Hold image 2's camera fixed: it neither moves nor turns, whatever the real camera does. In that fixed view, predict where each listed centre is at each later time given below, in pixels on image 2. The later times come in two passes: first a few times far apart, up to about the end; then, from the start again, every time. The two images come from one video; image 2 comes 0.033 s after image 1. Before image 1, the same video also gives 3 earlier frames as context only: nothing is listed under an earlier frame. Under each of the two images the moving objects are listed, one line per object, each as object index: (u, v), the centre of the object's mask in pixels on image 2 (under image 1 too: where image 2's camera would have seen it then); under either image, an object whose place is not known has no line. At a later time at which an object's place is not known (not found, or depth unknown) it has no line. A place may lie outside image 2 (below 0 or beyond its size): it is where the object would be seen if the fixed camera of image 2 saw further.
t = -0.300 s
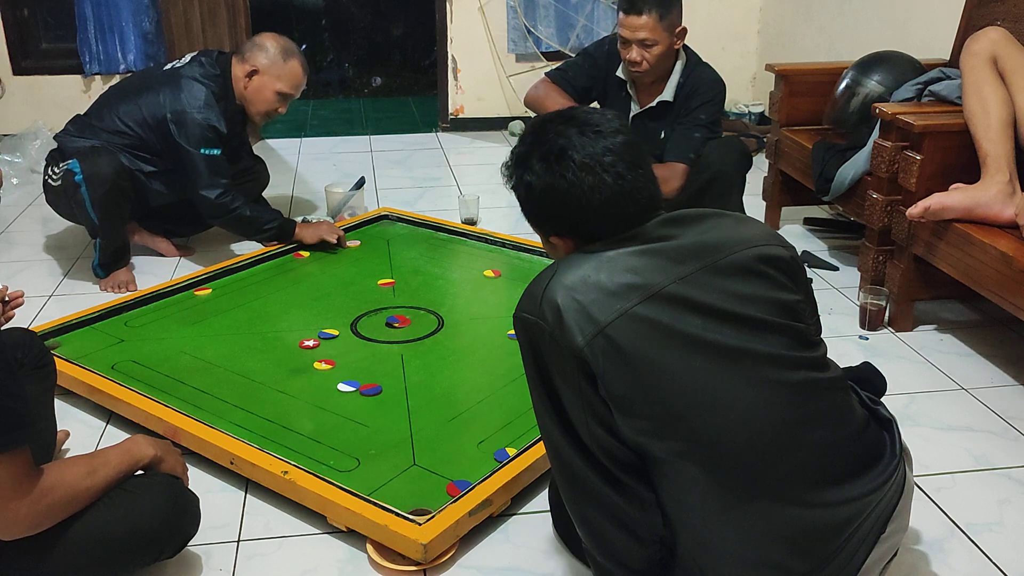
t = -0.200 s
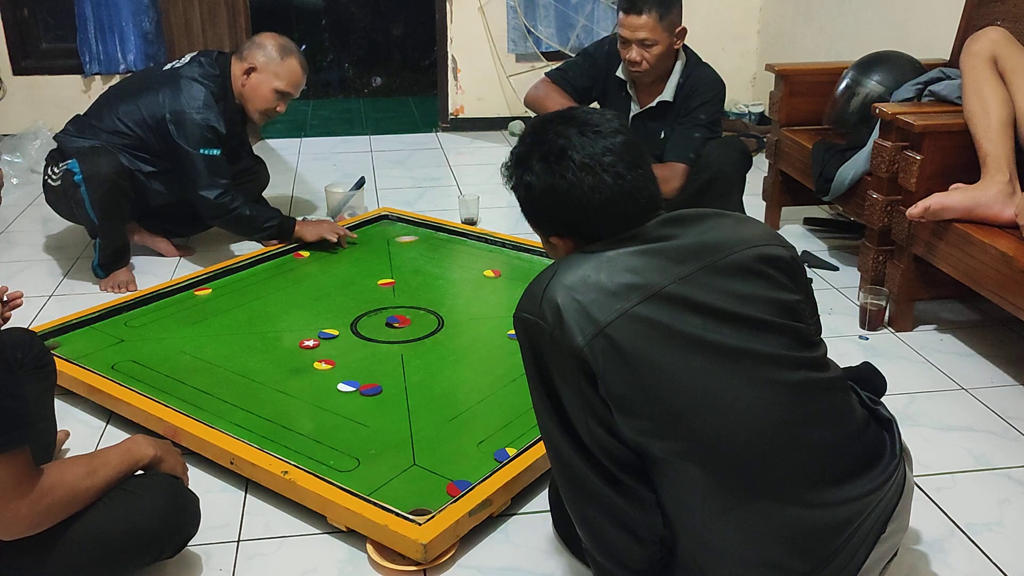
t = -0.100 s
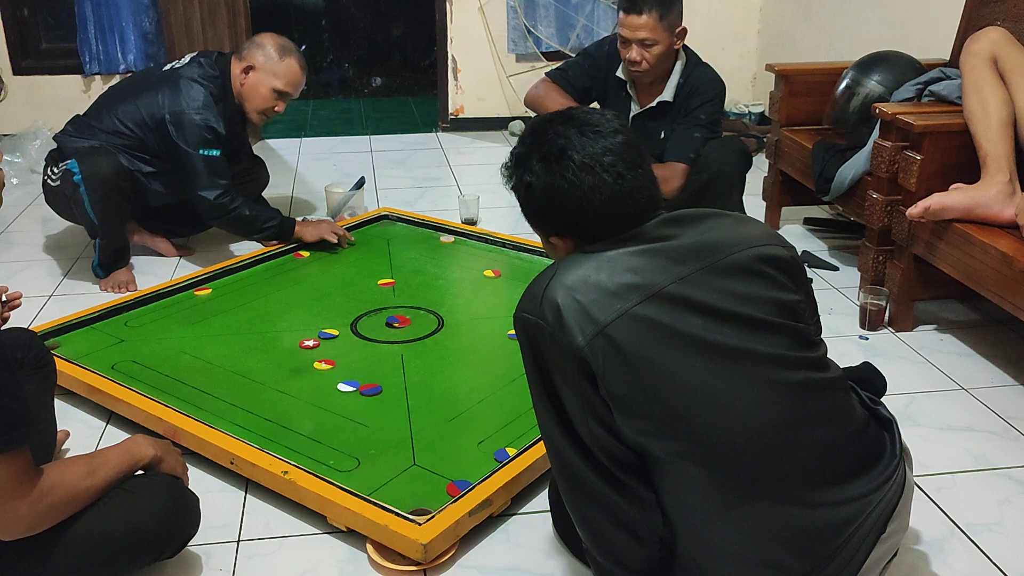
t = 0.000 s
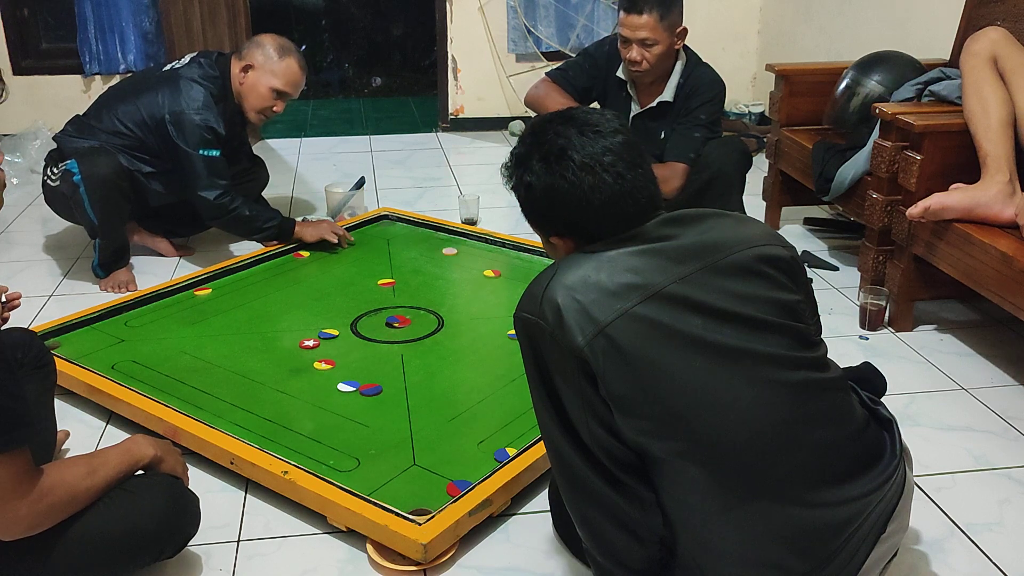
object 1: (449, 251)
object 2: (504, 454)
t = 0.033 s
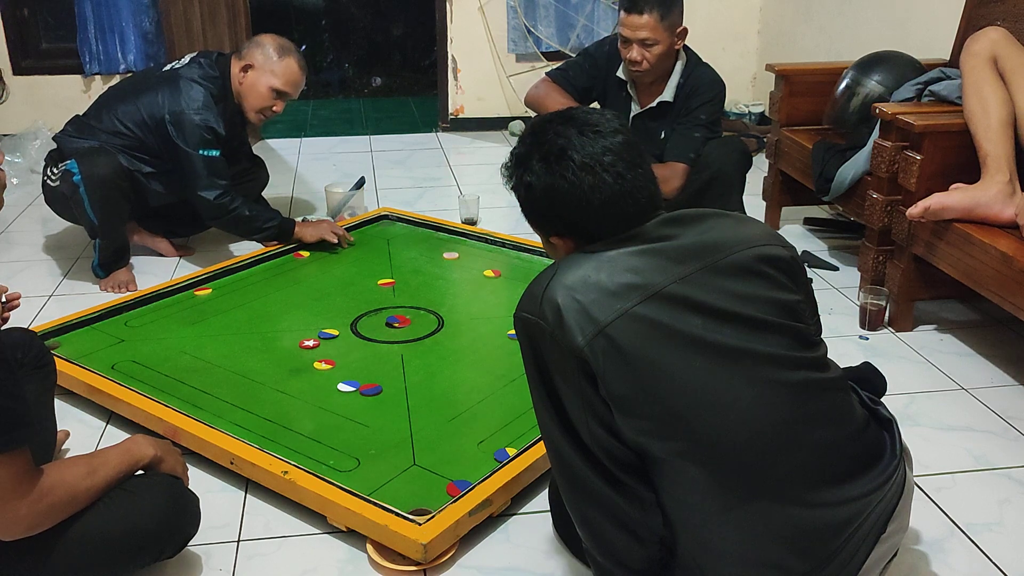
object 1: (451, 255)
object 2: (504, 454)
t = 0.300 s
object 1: (460, 291)
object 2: (504, 454)
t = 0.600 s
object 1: (472, 341)
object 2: (503, 454)
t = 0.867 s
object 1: (486, 396)
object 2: (503, 454)
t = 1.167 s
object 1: (480, 440)
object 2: (476, 462)
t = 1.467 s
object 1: (439, 435)
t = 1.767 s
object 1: (402, 433)
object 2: (367, 476)
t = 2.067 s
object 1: (371, 432)
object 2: (369, 454)
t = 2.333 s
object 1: (345, 432)
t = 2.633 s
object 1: (321, 434)
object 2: (370, 431)
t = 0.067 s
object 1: (452, 259)
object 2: (504, 454)
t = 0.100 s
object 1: (453, 263)
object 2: (504, 454)
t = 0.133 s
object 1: (454, 268)
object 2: (504, 454)
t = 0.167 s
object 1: (455, 272)
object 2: (504, 454)
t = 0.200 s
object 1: (456, 277)
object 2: (504, 454)
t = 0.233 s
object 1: (458, 281)
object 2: (504, 454)
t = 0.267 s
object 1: (459, 286)
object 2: (504, 454)
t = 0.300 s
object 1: (460, 291)
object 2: (504, 454)
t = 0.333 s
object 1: (461, 296)
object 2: (504, 454)
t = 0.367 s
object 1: (463, 301)
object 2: (504, 454)
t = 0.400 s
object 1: (464, 306)
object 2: (503, 454)
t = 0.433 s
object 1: (465, 311)
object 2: (503, 454)
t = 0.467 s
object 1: (467, 317)
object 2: (503, 454)
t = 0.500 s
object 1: (468, 323)
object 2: (503, 454)
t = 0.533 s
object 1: (470, 328)
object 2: (503, 454)
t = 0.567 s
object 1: (471, 335)
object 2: (503, 454)
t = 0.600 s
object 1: (472, 341)
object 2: (503, 454)
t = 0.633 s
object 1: (474, 347)
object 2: (503, 454)
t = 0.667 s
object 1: (476, 353)
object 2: (503, 454)
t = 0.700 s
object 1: (477, 360)
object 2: (503, 454)
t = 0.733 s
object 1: (479, 366)
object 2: (503, 454)
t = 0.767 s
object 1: (480, 374)
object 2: (503, 454)
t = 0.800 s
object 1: (482, 381)
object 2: (503, 454)
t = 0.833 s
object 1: (483, 388)
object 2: (503, 454)
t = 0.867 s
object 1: (486, 396)
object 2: (503, 454)
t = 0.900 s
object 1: (488, 403)
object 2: (503, 454)
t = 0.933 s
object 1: (490, 411)
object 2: (503, 454)
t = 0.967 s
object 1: (491, 420)
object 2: (503, 454)
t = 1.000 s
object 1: (494, 428)
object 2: (503, 454)
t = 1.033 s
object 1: (495, 437)
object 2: (503, 454)
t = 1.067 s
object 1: (495, 442)
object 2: (501, 455)
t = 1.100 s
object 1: (490, 441)
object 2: (493, 458)
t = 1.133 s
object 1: (485, 441)
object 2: (485, 460)
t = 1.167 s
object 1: (480, 440)
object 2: (476, 462)
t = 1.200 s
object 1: (475, 439)
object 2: (467, 464)
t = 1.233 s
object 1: (470, 438)
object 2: (458, 466)
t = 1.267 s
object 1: (465, 438)
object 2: (449, 469)
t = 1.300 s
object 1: (461, 437)
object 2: (440, 471)
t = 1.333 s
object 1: (457, 437)
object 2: (432, 473)
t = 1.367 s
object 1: (452, 436)
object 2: (423, 476)
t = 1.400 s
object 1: (448, 436)
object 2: (415, 478)
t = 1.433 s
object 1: (444, 435)
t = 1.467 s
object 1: (439, 435)
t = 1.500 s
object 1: (434, 435)
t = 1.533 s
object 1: (430, 434)
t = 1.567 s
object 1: (427, 434)
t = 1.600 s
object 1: (422, 434)
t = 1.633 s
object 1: (418, 434)
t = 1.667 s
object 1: (414, 433)
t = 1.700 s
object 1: (410, 433)
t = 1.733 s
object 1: (406, 433)
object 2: (367, 479)
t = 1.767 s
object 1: (402, 433)
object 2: (367, 476)
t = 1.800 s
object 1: (399, 433)
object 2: (367, 473)
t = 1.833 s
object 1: (396, 432)
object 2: (368, 470)
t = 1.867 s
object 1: (392, 432)
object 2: (368, 468)
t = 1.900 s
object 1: (388, 432)
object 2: (368, 465)
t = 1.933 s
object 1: (385, 432)
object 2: (369, 463)
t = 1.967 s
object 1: (381, 432)
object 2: (369, 461)
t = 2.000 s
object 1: (377, 432)
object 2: (369, 458)
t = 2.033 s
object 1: (374, 432)
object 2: (369, 456)
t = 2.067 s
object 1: (371, 432)
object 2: (369, 454)
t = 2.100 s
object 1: (368, 432)
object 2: (370, 452)
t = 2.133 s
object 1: (364, 432)
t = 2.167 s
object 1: (361, 432)
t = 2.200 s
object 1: (358, 432)
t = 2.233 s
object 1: (355, 432)
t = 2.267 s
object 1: (351, 432)
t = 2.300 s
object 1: (348, 432)
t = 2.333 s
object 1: (345, 432)
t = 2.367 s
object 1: (342, 432)
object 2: (370, 440)
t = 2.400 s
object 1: (340, 432)
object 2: (370, 439)
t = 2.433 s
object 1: (337, 433)
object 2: (370, 438)
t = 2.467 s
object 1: (334, 433)
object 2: (370, 437)
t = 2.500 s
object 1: (331, 433)
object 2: (370, 435)
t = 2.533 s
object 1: (329, 433)
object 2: (370, 434)
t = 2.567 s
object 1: (326, 433)
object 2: (370, 433)
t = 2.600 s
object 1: (323, 433)
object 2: (370, 432)
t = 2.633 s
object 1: (321, 434)
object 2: (370, 431)
